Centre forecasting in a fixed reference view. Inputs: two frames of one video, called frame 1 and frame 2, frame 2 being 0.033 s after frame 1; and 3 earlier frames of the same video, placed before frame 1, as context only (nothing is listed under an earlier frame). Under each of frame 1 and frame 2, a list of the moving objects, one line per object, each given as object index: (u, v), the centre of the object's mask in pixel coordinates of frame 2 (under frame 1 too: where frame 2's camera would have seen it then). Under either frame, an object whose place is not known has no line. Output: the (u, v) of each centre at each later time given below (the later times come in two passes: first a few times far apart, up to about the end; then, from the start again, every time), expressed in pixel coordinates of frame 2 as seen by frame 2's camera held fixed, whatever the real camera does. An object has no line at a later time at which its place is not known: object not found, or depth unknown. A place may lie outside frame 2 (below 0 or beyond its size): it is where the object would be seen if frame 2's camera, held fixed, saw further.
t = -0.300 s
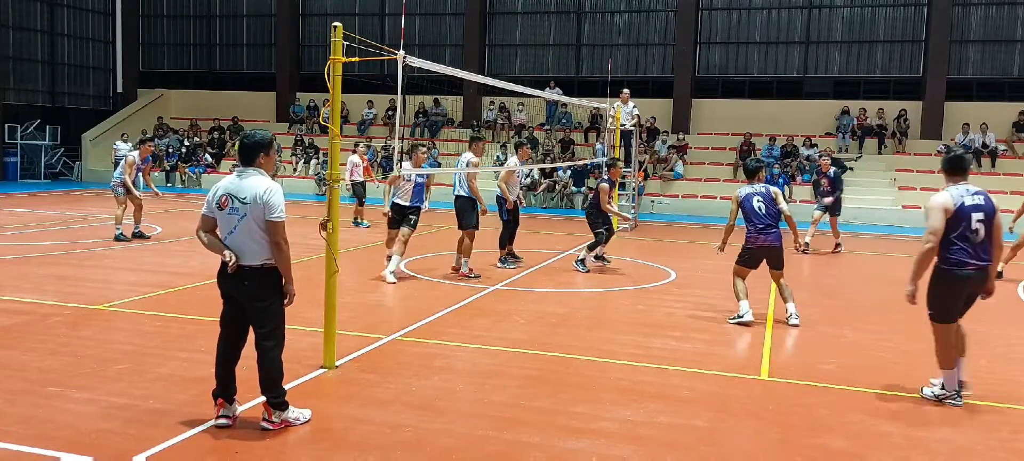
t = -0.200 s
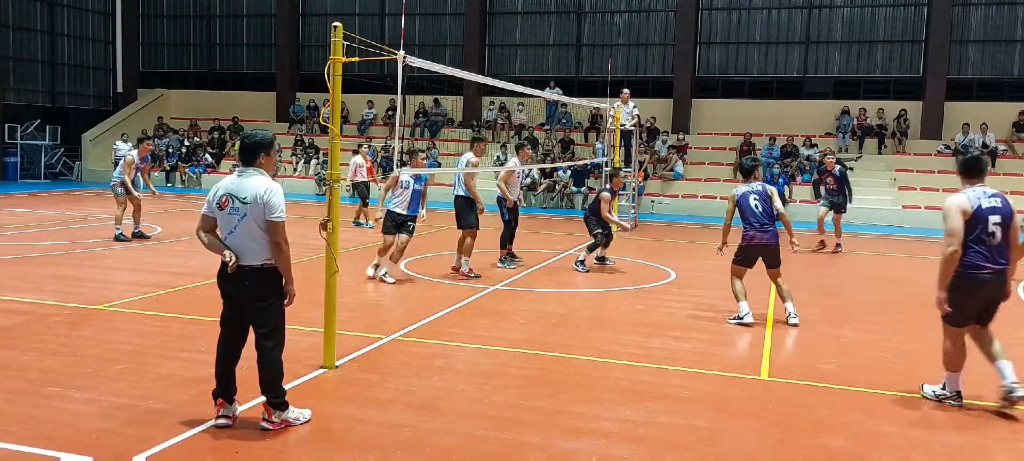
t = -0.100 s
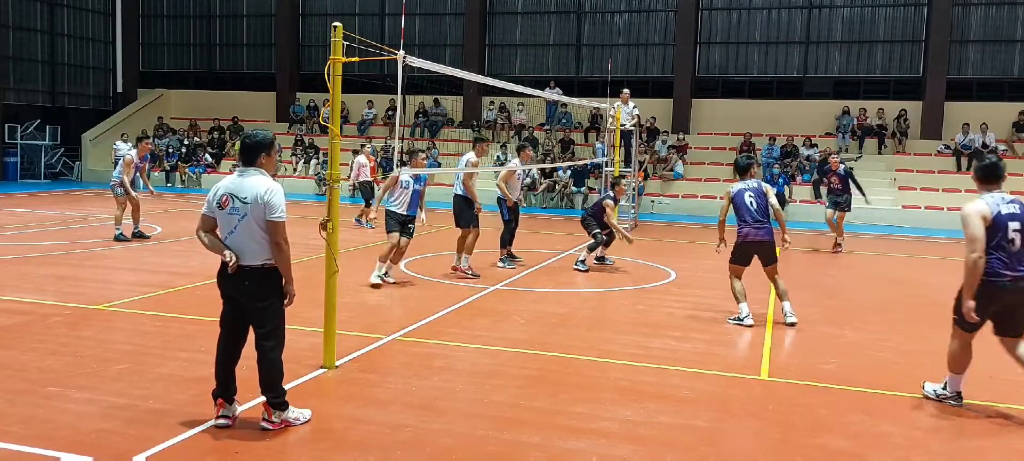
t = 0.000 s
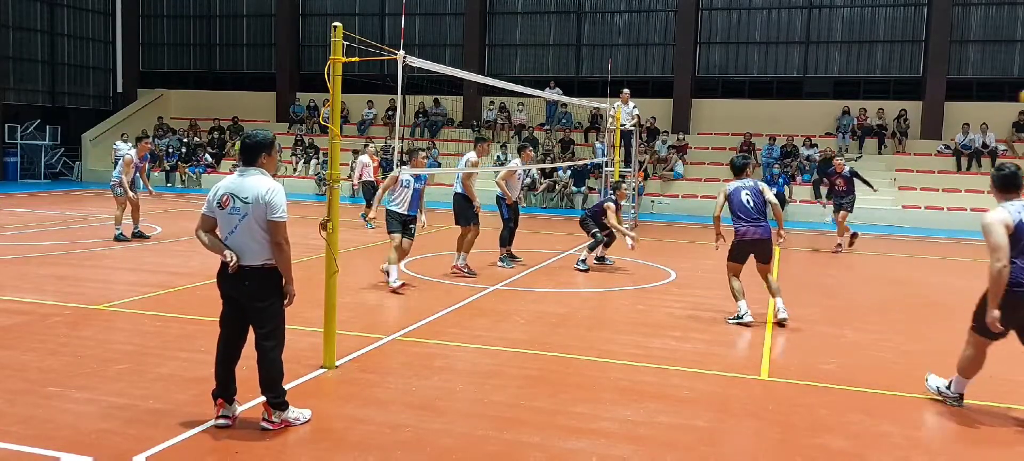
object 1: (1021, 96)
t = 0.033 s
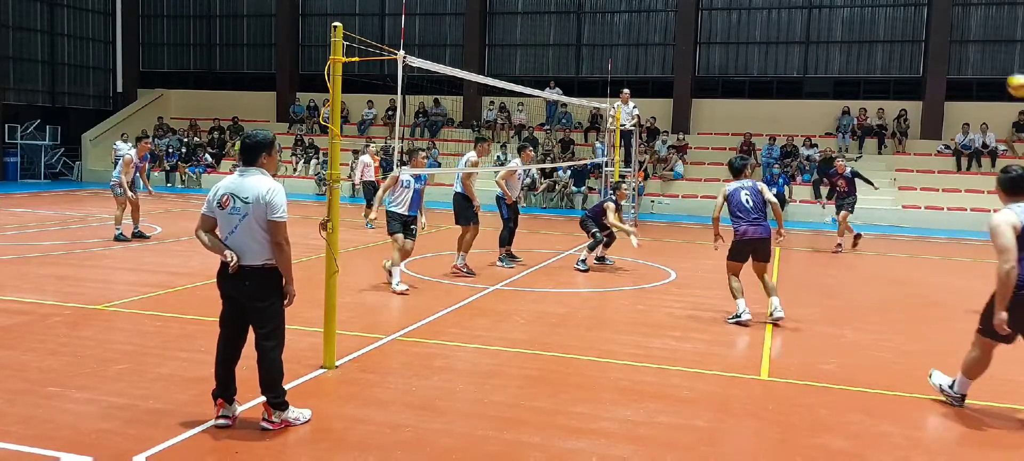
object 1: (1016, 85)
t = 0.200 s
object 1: (958, 35)
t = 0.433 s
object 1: (870, 7)
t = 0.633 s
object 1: (795, 23)
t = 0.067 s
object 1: (1007, 73)
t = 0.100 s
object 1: (995, 62)
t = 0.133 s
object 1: (983, 52)
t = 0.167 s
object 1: (971, 43)
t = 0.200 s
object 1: (958, 35)
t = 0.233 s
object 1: (945, 28)
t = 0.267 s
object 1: (933, 22)
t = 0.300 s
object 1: (920, 17)
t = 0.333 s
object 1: (907, 12)
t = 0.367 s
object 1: (894, 10)
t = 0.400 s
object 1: (882, 8)
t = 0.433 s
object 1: (870, 7)
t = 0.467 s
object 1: (857, 8)
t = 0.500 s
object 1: (844, 9)
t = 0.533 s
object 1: (832, 10)
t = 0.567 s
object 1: (820, 13)
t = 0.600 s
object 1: (808, 17)
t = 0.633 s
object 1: (795, 23)
